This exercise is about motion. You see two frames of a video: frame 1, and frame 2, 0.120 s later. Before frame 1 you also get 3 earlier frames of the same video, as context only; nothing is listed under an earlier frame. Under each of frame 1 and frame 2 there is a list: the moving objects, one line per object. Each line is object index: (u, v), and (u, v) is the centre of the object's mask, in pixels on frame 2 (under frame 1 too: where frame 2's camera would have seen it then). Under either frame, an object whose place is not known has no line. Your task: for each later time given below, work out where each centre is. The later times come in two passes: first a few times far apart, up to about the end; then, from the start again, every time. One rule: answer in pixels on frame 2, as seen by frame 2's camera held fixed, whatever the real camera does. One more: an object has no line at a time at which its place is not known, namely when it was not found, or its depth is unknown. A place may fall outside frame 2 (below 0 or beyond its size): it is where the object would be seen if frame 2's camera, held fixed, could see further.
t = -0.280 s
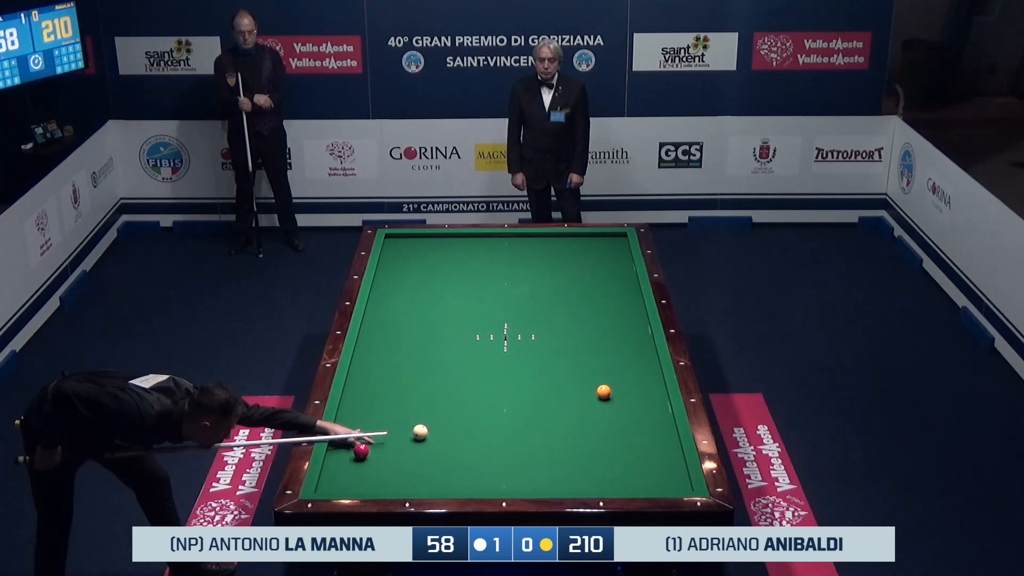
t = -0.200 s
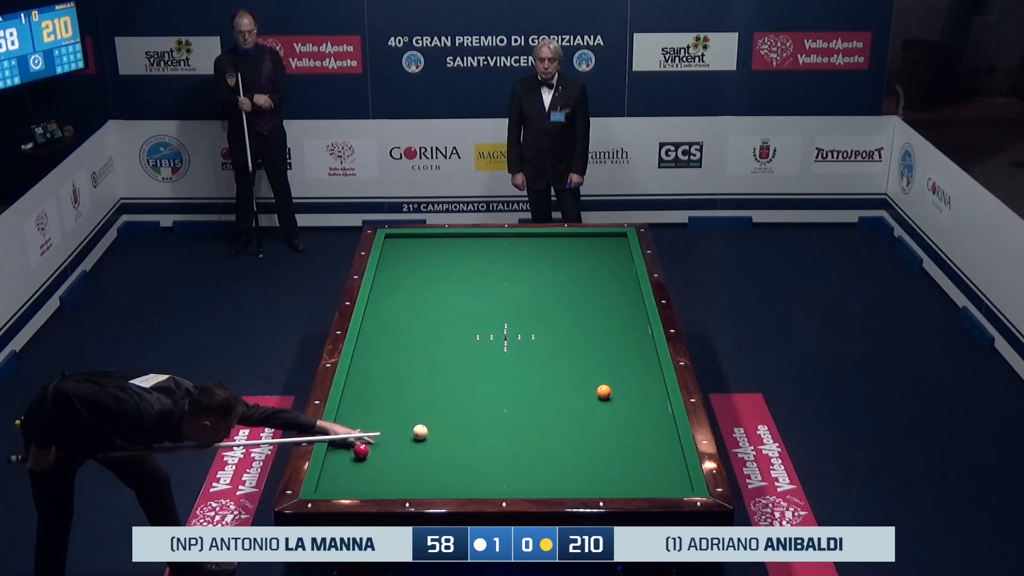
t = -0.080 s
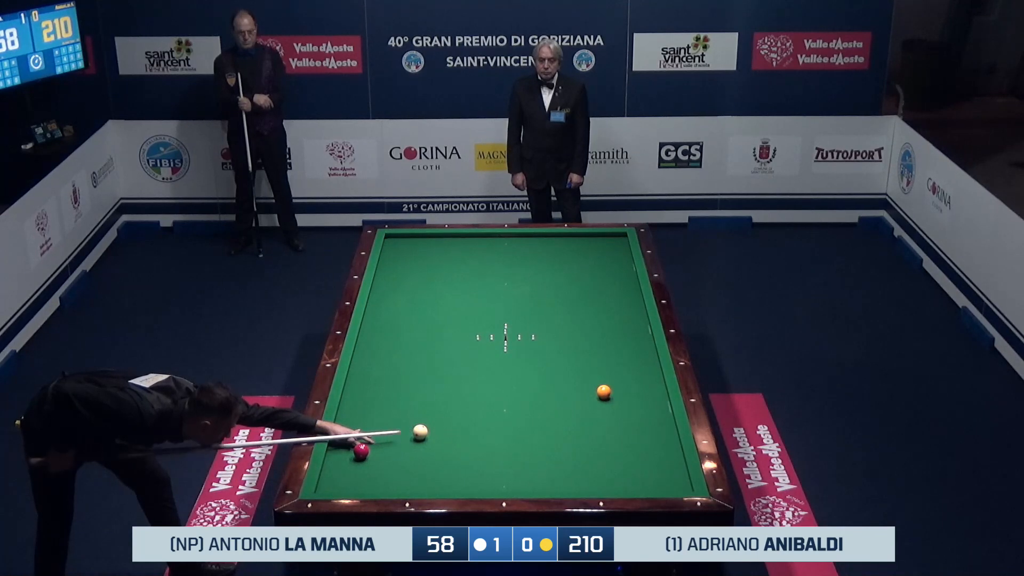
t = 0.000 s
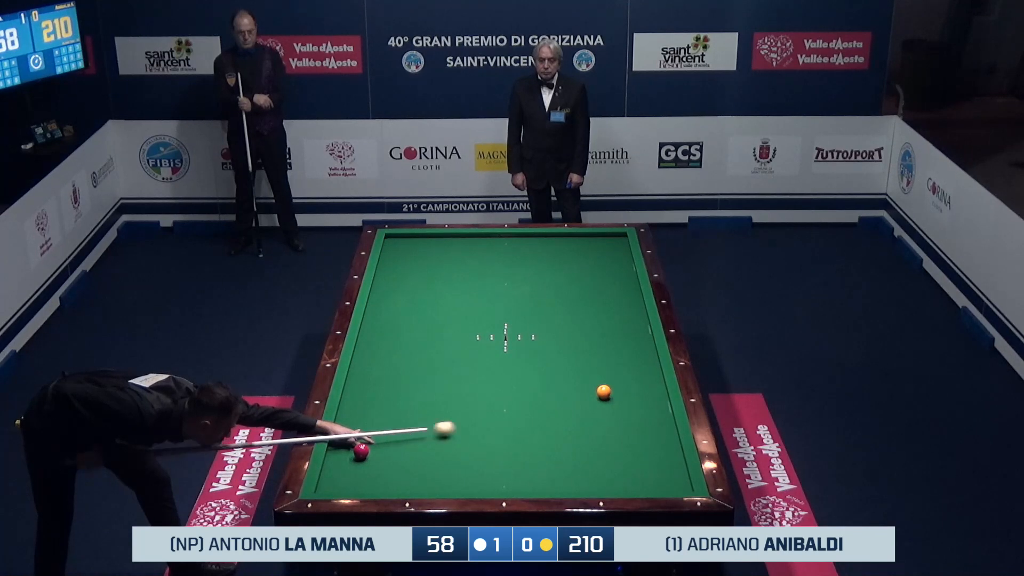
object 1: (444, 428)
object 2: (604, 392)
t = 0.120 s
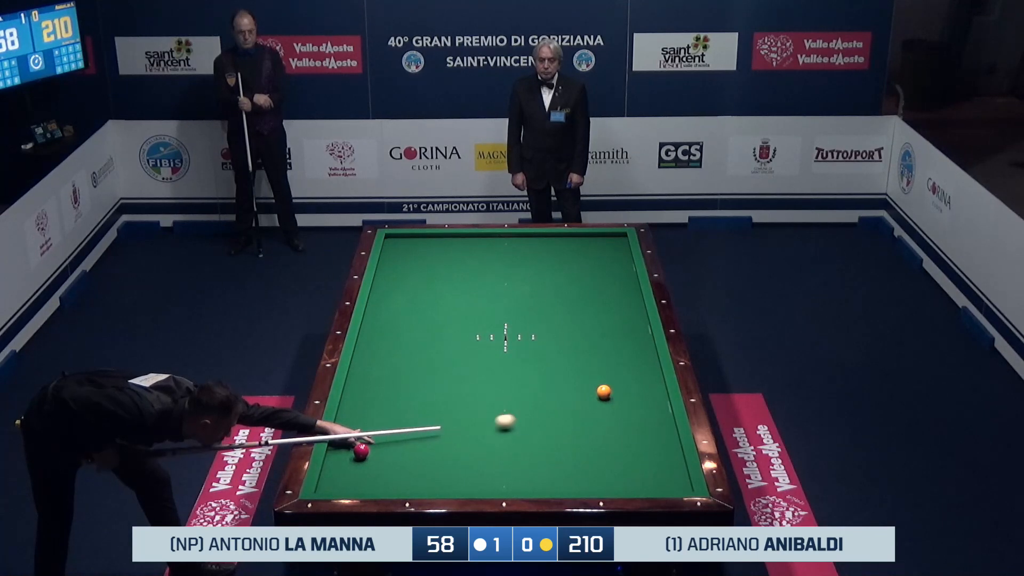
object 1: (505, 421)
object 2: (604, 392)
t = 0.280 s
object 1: (579, 412)
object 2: (604, 392)
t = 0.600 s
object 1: (618, 397)
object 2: (603, 392)
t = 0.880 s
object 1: (576, 408)
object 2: (566, 373)
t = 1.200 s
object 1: (536, 418)
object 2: (532, 356)
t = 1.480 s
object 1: (501, 428)
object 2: (504, 342)
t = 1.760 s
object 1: (465, 437)
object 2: (477, 329)
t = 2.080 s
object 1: (424, 448)
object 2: (449, 316)
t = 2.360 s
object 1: (388, 458)
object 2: (426, 304)
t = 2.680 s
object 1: (347, 468)
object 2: (402, 292)
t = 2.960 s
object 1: (336, 479)
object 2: (382, 283)
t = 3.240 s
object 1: (353, 488)
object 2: (389, 275)
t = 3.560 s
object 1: (375, 483)
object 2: (403, 268)
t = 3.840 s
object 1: (393, 477)
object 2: (415, 261)
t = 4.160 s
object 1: (413, 471)
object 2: (427, 254)
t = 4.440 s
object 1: (429, 465)
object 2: (437, 249)
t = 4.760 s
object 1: (446, 459)
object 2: (448, 243)
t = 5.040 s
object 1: (460, 455)
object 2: (457, 238)
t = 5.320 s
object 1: (473, 450)
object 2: (464, 236)
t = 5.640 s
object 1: (487, 446)
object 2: (471, 239)
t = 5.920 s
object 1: (498, 442)
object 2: (476, 241)
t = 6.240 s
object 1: (510, 438)
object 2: (482, 244)
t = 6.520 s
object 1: (520, 434)
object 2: (487, 246)
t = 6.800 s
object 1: (528, 431)
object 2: (491, 248)
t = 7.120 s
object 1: (538, 428)
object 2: (495, 250)
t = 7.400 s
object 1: (545, 426)
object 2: (499, 252)
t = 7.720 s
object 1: (553, 423)
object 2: (503, 254)
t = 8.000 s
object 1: (558, 421)
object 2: (506, 255)
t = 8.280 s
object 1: (563, 419)
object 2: (508, 257)
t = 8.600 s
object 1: (569, 417)
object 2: (510, 258)
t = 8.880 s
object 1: (572, 416)
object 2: (512, 259)
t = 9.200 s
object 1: (575, 415)
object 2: (514, 260)
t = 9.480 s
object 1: (578, 414)
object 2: (515, 260)
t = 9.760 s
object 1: (579, 413)
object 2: (516, 260)
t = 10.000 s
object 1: (580, 413)
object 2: (516, 260)
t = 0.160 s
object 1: (524, 419)
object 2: (604, 392)
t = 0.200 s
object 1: (542, 417)
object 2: (604, 392)
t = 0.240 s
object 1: (561, 415)
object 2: (604, 392)
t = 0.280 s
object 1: (579, 412)
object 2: (604, 392)
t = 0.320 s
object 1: (597, 410)
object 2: (604, 392)
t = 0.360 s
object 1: (615, 408)
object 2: (604, 392)
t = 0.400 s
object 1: (632, 406)
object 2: (604, 392)
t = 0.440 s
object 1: (650, 404)
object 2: (604, 392)
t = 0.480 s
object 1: (662, 402)
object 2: (604, 392)
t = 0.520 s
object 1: (647, 400)
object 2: (604, 392)
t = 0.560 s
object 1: (632, 399)
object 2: (604, 392)
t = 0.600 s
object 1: (618, 397)
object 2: (603, 392)
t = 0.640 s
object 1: (609, 399)
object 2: (599, 389)
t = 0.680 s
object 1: (603, 401)
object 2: (593, 386)
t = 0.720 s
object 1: (597, 402)
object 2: (586, 383)
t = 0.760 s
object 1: (591, 404)
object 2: (581, 380)
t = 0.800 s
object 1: (586, 405)
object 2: (576, 378)
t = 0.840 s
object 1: (581, 406)
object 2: (571, 375)
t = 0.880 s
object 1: (576, 408)
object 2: (566, 373)
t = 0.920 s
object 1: (571, 409)
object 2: (562, 371)
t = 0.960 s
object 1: (566, 411)
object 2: (558, 369)
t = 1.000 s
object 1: (561, 412)
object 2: (553, 367)
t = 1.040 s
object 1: (556, 413)
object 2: (549, 365)
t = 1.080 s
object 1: (551, 414)
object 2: (545, 362)
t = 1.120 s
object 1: (546, 416)
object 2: (540, 360)
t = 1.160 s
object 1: (541, 417)
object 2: (536, 358)
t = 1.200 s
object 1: (536, 418)
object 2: (532, 356)
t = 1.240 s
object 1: (531, 420)
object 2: (528, 354)
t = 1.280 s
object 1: (526, 421)
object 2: (524, 352)
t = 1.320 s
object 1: (521, 422)
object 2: (519, 350)
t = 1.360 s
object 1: (516, 424)
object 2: (515, 348)
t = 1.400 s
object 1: (511, 425)
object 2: (511, 346)
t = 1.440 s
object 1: (505, 426)
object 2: (508, 344)
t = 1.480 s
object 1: (501, 428)
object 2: (504, 342)
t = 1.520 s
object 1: (495, 429)
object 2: (500, 340)
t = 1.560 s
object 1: (490, 430)
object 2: (496, 338)
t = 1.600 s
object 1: (485, 431)
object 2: (492, 337)
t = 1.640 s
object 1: (480, 433)
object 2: (488, 335)
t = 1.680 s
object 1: (475, 434)
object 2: (485, 333)
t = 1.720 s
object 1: (470, 436)
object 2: (481, 330)
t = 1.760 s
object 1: (465, 437)
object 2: (477, 329)
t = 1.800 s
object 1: (460, 438)
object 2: (474, 328)
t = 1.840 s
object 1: (455, 440)
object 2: (470, 326)
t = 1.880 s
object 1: (450, 441)
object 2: (466, 324)
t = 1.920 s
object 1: (445, 442)
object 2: (463, 322)
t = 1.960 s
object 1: (440, 444)
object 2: (459, 321)
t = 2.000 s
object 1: (434, 445)
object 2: (456, 319)
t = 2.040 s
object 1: (429, 447)
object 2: (453, 317)
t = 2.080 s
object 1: (424, 448)
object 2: (449, 316)
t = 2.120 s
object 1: (419, 449)
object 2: (446, 314)
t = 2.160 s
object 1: (414, 451)
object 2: (443, 312)
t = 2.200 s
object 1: (409, 452)
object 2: (439, 311)
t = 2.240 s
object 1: (404, 453)
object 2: (436, 309)
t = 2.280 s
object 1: (399, 455)
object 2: (433, 308)
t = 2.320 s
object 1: (393, 456)
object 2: (429, 306)
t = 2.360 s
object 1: (388, 458)
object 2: (426, 304)
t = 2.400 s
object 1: (383, 459)
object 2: (423, 303)
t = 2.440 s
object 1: (378, 460)
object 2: (420, 301)
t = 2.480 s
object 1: (373, 462)
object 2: (417, 300)
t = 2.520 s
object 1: (368, 463)
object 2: (414, 298)
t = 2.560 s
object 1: (362, 464)
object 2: (411, 297)
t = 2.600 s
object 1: (357, 466)
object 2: (408, 295)
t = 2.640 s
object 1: (352, 467)
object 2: (405, 294)
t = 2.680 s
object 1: (347, 468)
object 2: (402, 292)
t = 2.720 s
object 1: (342, 470)
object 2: (399, 291)
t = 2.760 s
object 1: (337, 471)
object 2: (396, 290)
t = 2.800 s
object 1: (332, 473)
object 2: (393, 288)
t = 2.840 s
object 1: (328, 474)
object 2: (390, 287)
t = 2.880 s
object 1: (331, 475)
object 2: (388, 285)
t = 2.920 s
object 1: (333, 477)
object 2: (385, 284)
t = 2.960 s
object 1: (336, 479)
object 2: (382, 283)
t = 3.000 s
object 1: (338, 480)
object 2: (380, 281)
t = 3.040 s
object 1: (341, 482)
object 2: (379, 280)
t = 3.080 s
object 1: (343, 483)
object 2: (382, 279)
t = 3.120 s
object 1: (345, 484)
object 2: (384, 278)
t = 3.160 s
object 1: (348, 485)
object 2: (386, 277)
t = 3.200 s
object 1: (350, 486)
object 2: (387, 276)
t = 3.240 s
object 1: (353, 488)
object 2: (389, 275)
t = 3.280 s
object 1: (355, 487)
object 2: (391, 274)
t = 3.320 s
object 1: (358, 487)
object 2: (393, 273)
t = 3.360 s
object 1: (361, 486)
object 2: (395, 272)
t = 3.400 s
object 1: (364, 485)
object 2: (396, 271)
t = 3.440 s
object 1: (367, 485)
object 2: (398, 270)
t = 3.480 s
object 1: (370, 484)
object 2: (400, 269)
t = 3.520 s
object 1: (372, 484)
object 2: (402, 269)
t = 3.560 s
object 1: (375, 483)
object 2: (403, 268)
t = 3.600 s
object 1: (378, 483)
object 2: (405, 267)
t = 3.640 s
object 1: (380, 482)
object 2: (407, 266)
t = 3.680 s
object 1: (383, 481)
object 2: (408, 265)
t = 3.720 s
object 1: (386, 480)
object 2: (410, 264)
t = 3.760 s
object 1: (388, 479)
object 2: (412, 263)
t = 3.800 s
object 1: (391, 478)
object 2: (413, 262)
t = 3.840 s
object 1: (393, 477)
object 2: (415, 261)
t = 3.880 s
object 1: (396, 476)
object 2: (416, 260)
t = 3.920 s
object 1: (398, 475)
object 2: (418, 260)
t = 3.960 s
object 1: (401, 475)
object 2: (419, 259)
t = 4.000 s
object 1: (403, 474)
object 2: (421, 258)
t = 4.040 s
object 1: (406, 473)
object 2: (422, 257)
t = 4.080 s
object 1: (409, 472)
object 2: (424, 256)
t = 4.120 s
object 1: (411, 472)
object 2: (426, 255)
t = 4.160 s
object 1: (413, 471)
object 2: (427, 254)
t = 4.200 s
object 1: (415, 470)
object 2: (428, 254)
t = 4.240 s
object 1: (418, 469)
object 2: (430, 253)
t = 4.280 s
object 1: (420, 468)
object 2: (431, 252)
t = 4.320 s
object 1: (423, 467)
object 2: (433, 251)
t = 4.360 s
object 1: (425, 467)
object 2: (434, 250)
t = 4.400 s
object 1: (427, 466)
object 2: (436, 250)
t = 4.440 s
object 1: (429, 465)
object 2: (437, 249)
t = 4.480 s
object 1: (431, 464)
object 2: (438, 248)
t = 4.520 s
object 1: (434, 464)
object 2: (440, 247)
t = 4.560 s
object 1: (436, 463)
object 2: (441, 247)
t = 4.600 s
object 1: (438, 462)
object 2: (443, 246)
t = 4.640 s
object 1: (440, 461)
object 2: (444, 245)
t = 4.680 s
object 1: (442, 461)
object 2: (445, 244)
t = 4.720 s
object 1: (444, 460)
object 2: (447, 244)
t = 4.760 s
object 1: (446, 459)
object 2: (448, 243)
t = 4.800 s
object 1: (448, 459)
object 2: (449, 242)
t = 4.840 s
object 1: (450, 458)
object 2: (451, 242)
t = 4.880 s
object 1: (453, 458)
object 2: (452, 241)
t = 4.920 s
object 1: (455, 457)
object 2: (453, 240)
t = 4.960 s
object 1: (456, 456)
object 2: (454, 240)
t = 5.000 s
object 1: (458, 456)
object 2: (455, 239)
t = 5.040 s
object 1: (460, 455)
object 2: (457, 238)
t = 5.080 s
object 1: (462, 454)
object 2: (458, 237)
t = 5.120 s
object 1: (464, 453)
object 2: (459, 237)
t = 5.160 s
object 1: (466, 453)
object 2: (460, 236)
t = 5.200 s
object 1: (468, 452)
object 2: (461, 236)
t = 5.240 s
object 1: (470, 452)
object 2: (463, 235)
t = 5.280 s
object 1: (472, 451)
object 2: (463, 236)
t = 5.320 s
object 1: (473, 450)
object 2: (464, 236)
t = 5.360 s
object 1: (475, 449)
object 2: (465, 236)
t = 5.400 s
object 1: (477, 449)
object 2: (466, 237)
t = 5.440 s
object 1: (479, 448)
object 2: (467, 237)
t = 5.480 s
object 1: (480, 448)
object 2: (467, 238)
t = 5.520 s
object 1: (482, 447)
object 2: (468, 238)
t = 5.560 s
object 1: (484, 447)
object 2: (469, 238)
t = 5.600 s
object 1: (485, 446)
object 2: (470, 239)
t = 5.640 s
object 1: (487, 446)
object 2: (471, 239)
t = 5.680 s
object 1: (489, 445)
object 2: (472, 239)
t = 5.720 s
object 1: (491, 444)
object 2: (472, 240)
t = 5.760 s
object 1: (492, 444)
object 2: (473, 240)
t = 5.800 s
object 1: (494, 443)
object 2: (474, 240)
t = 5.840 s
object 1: (495, 443)
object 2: (475, 241)
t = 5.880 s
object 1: (497, 442)
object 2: (476, 241)
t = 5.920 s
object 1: (498, 442)
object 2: (476, 241)
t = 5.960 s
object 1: (500, 441)
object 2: (477, 242)
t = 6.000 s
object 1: (501, 440)
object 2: (478, 242)
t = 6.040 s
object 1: (503, 440)
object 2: (479, 243)
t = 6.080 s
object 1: (504, 439)
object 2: (479, 243)
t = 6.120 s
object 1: (506, 439)
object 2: (480, 243)
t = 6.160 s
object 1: (507, 438)
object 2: (481, 244)
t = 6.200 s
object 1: (509, 438)
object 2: (481, 244)
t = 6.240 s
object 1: (510, 438)
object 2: (482, 244)
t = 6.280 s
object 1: (512, 437)
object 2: (483, 245)
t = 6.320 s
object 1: (513, 436)
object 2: (483, 245)
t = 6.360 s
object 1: (514, 436)
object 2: (484, 245)
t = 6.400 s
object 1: (516, 436)
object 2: (485, 245)
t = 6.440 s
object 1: (517, 435)
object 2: (485, 246)
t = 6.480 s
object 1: (518, 435)
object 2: (486, 246)
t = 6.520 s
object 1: (520, 434)
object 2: (487, 246)
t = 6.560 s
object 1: (521, 434)
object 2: (487, 247)
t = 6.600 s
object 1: (522, 433)
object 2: (488, 247)
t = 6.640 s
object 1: (524, 432)
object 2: (488, 247)
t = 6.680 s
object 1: (525, 432)
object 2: (489, 247)
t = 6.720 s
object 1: (526, 432)
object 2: (490, 248)
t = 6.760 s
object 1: (527, 432)
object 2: (490, 248)
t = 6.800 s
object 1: (528, 431)
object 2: (491, 248)
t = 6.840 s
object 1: (530, 431)
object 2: (492, 249)
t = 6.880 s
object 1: (531, 430)
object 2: (492, 249)
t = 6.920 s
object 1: (532, 430)
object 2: (493, 249)
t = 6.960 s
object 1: (533, 429)
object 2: (493, 249)
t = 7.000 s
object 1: (534, 429)
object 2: (494, 250)
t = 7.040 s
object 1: (535, 429)
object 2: (494, 250)
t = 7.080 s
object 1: (537, 428)
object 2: (495, 250)
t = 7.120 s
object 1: (538, 428)
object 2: (495, 250)
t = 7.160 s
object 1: (539, 428)
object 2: (496, 251)
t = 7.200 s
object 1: (540, 427)
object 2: (496, 251)
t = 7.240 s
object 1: (541, 427)
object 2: (497, 251)
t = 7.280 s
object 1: (542, 427)
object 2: (497, 252)
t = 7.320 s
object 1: (543, 426)
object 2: (498, 252)
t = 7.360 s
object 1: (544, 426)
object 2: (498, 252)
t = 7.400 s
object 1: (545, 426)
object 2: (499, 252)
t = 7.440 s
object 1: (546, 425)
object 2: (499, 252)
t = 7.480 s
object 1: (547, 425)
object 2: (500, 253)
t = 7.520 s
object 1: (548, 425)
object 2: (500, 253)
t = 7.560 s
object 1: (549, 425)
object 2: (501, 253)
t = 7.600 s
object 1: (550, 424)
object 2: (501, 253)
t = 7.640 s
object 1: (551, 424)
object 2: (502, 253)
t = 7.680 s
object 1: (552, 423)
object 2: (502, 254)
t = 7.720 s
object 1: (553, 423)
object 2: (503, 254)
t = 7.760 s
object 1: (553, 423)
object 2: (503, 254)
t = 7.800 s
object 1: (554, 423)
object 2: (504, 254)
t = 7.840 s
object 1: (555, 422)
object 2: (504, 254)
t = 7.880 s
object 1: (556, 422)
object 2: (504, 255)
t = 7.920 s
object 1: (557, 422)
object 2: (505, 255)
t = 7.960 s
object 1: (558, 422)
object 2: (505, 255)
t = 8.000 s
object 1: (558, 421)
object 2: (506, 255)
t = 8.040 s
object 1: (559, 421)
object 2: (506, 256)
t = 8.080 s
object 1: (560, 421)
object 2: (506, 256)
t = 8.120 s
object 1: (561, 420)
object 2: (507, 256)
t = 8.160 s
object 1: (561, 420)
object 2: (507, 256)
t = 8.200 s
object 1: (562, 420)
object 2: (507, 256)
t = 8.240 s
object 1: (563, 420)
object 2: (508, 257)
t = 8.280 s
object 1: (563, 419)
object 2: (508, 257)
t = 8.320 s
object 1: (564, 419)
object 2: (508, 257)
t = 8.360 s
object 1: (565, 419)
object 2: (509, 257)
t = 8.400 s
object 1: (565, 419)
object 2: (509, 257)
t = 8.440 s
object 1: (566, 418)
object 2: (509, 257)
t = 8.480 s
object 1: (567, 418)
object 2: (510, 257)
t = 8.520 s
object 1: (567, 418)
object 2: (510, 258)
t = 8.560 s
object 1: (568, 418)
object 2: (510, 258)
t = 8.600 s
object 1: (569, 417)
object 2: (510, 258)
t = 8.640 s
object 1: (569, 417)
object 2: (511, 258)
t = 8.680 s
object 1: (570, 417)
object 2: (511, 258)
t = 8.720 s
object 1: (570, 417)
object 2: (511, 258)
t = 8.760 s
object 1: (571, 417)
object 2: (511, 258)
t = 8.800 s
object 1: (571, 417)
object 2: (512, 258)
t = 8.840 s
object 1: (572, 417)
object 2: (512, 259)
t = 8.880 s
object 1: (572, 416)
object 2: (512, 259)
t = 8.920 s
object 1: (573, 416)
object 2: (512, 259)
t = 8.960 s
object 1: (573, 416)
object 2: (512, 259)
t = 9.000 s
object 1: (574, 416)
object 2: (513, 259)
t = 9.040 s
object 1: (574, 416)
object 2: (513, 259)
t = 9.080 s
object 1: (574, 416)
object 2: (513, 259)
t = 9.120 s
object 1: (575, 415)
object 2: (513, 259)
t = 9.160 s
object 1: (575, 415)
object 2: (513, 259)
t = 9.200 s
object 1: (575, 415)
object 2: (514, 260)
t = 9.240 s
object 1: (576, 415)
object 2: (514, 259)
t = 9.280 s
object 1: (576, 415)
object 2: (514, 260)
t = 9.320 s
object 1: (577, 415)
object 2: (514, 260)
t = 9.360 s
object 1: (577, 414)
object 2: (514, 260)
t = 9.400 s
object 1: (577, 414)
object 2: (514, 260)
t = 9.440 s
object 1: (577, 414)
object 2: (515, 260)
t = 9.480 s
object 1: (578, 414)
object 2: (515, 260)
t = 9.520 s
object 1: (578, 414)
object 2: (515, 260)
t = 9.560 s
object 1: (578, 414)
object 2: (515, 260)
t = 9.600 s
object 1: (578, 414)
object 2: (515, 260)
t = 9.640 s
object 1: (579, 414)
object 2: (515, 260)
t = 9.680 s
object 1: (579, 414)
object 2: (515, 260)
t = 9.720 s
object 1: (579, 413)
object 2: (516, 260)
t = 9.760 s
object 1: (579, 413)
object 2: (516, 260)
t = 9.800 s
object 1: (580, 413)
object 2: (516, 260)
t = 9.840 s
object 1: (580, 413)
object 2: (516, 260)
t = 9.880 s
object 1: (580, 413)
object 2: (516, 260)
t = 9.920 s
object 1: (580, 413)
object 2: (516, 260)
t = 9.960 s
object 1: (580, 413)
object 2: (516, 260)
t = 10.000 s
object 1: (580, 413)
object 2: (516, 260)
